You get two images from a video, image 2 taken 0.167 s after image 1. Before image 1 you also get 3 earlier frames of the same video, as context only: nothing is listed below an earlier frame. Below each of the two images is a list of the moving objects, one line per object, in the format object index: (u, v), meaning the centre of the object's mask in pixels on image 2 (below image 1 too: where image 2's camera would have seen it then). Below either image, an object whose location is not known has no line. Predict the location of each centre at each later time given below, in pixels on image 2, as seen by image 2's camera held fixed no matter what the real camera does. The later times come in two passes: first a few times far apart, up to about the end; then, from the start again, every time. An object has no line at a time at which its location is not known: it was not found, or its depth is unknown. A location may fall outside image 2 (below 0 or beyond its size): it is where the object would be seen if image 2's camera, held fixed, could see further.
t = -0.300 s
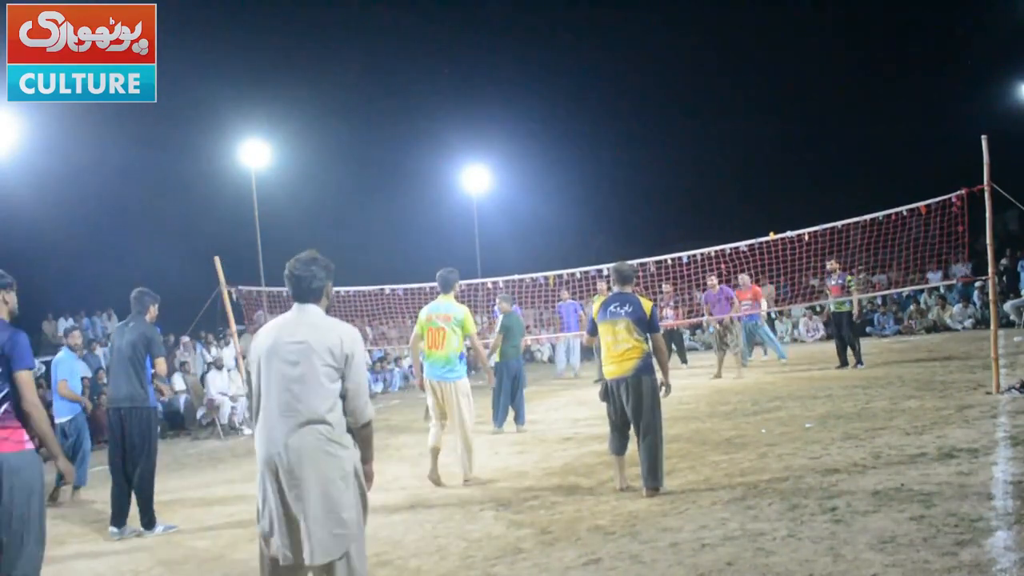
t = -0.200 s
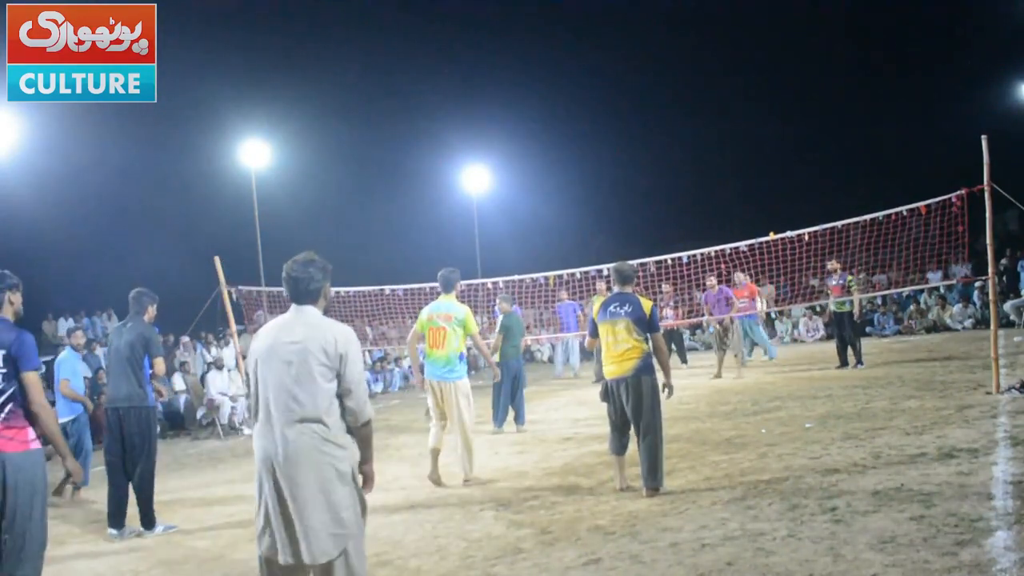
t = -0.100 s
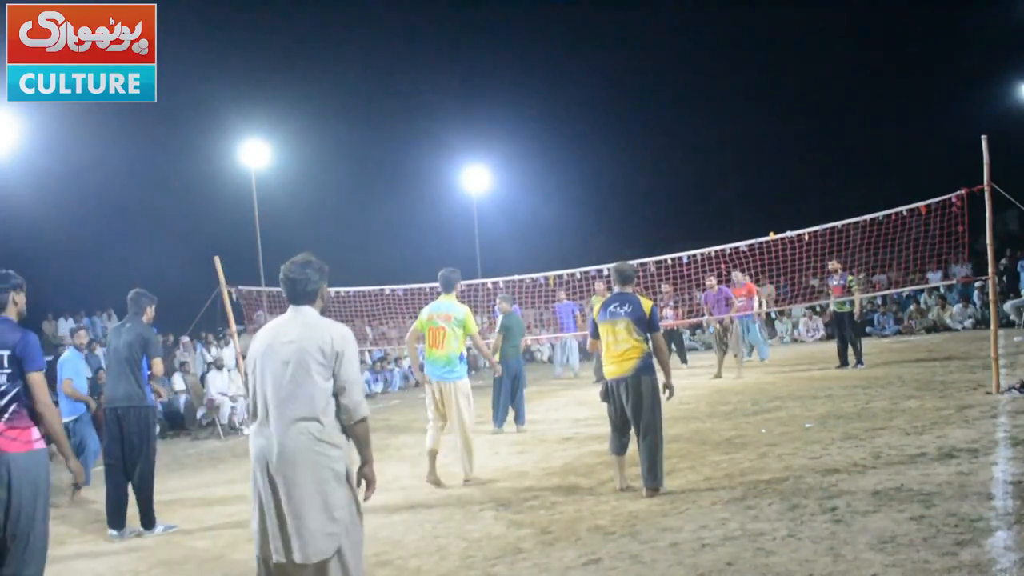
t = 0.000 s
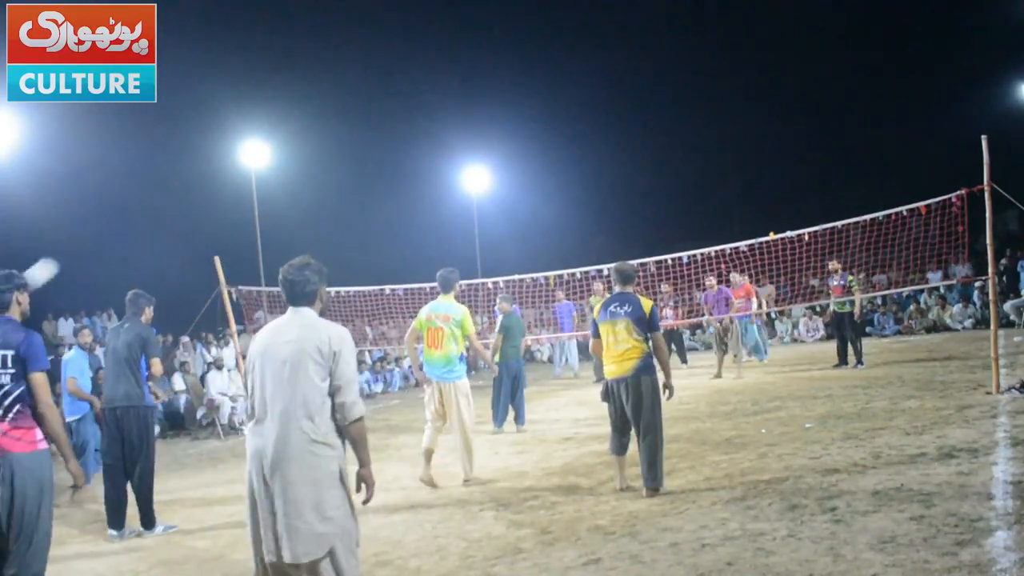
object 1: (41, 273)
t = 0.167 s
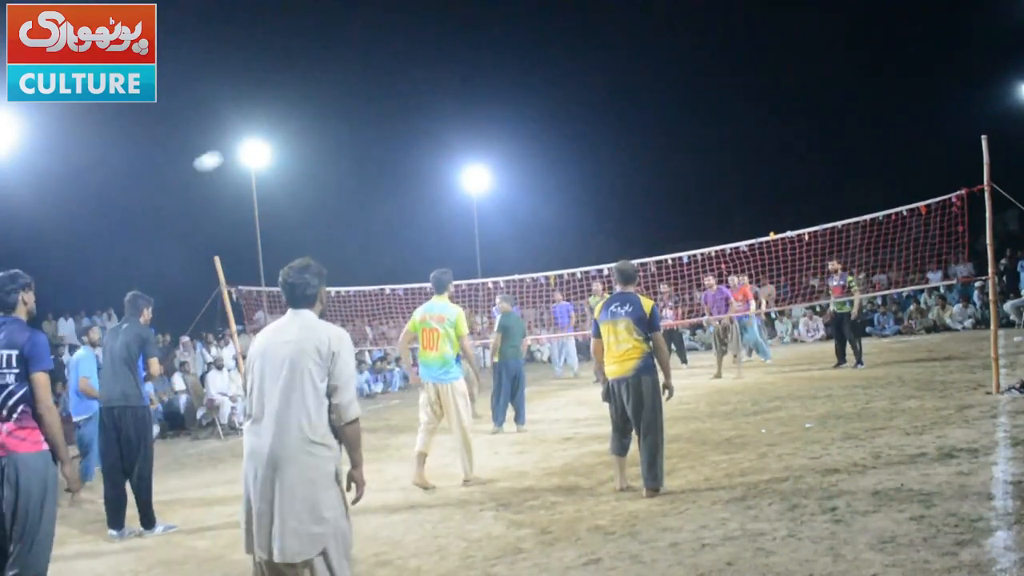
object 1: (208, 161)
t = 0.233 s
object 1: (260, 134)
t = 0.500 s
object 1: (404, 96)
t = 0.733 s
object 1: (486, 115)
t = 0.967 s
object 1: (548, 157)
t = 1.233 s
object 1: (605, 226)
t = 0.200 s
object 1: (234, 147)
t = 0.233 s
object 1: (260, 134)
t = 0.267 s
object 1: (282, 125)
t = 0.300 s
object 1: (302, 116)
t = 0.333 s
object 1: (322, 109)
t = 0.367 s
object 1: (341, 104)
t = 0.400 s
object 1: (358, 100)
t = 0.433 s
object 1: (374, 98)
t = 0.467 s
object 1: (390, 97)
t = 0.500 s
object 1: (404, 96)
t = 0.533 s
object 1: (418, 97)
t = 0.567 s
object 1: (431, 98)
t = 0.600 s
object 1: (443, 101)
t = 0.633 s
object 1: (455, 104)
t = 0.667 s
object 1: (466, 107)
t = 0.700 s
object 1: (476, 111)
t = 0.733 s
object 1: (486, 115)
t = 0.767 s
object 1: (496, 119)
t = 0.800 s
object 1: (505, 124)
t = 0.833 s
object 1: (515, 130)
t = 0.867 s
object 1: (523, 136)
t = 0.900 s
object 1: (532, 142)
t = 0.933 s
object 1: (540, 149)
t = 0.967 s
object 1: (548, 157)
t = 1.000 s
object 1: (556, 165)
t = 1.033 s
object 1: (563, 173)
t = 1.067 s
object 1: (571, 181)
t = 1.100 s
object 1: (578, 190)
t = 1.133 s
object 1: (585, 199)
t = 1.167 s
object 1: (592, 208)
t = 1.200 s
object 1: (598, 217)
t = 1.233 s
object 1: (605, 226)
